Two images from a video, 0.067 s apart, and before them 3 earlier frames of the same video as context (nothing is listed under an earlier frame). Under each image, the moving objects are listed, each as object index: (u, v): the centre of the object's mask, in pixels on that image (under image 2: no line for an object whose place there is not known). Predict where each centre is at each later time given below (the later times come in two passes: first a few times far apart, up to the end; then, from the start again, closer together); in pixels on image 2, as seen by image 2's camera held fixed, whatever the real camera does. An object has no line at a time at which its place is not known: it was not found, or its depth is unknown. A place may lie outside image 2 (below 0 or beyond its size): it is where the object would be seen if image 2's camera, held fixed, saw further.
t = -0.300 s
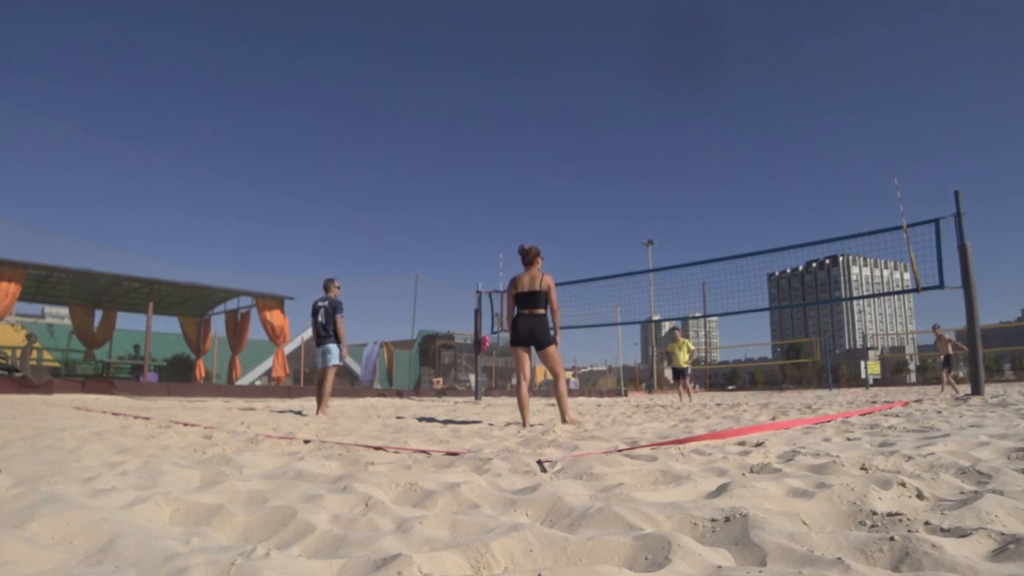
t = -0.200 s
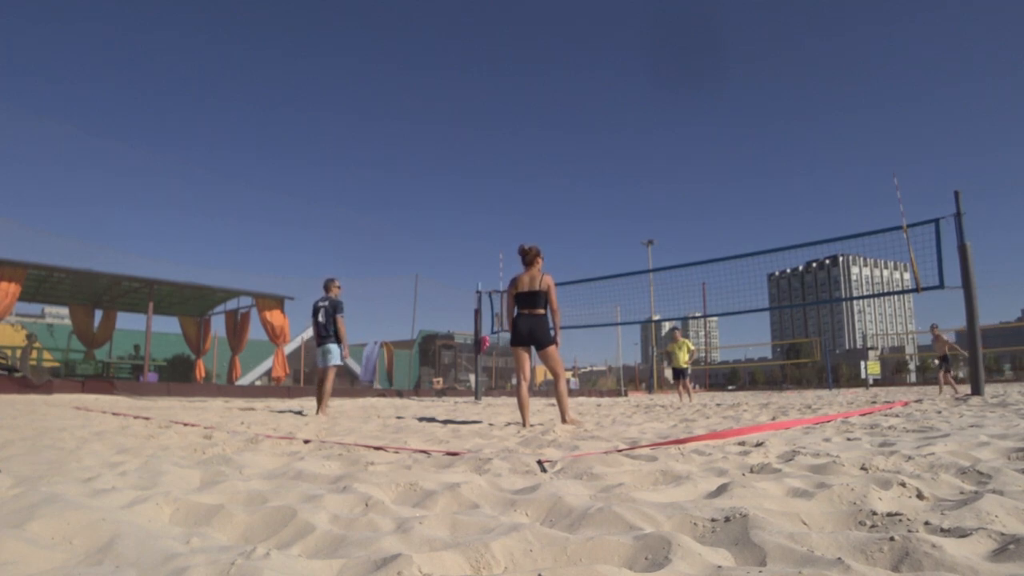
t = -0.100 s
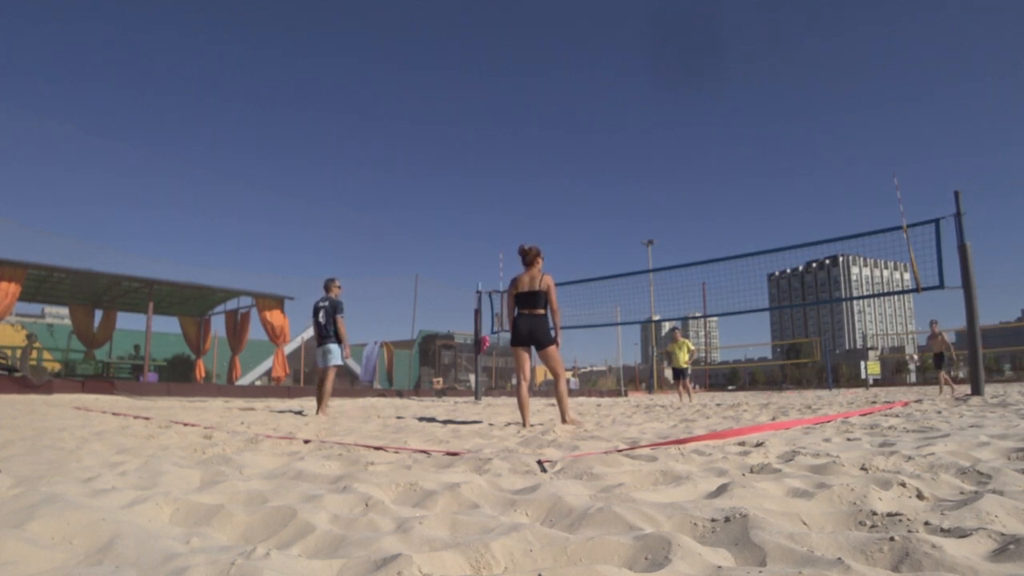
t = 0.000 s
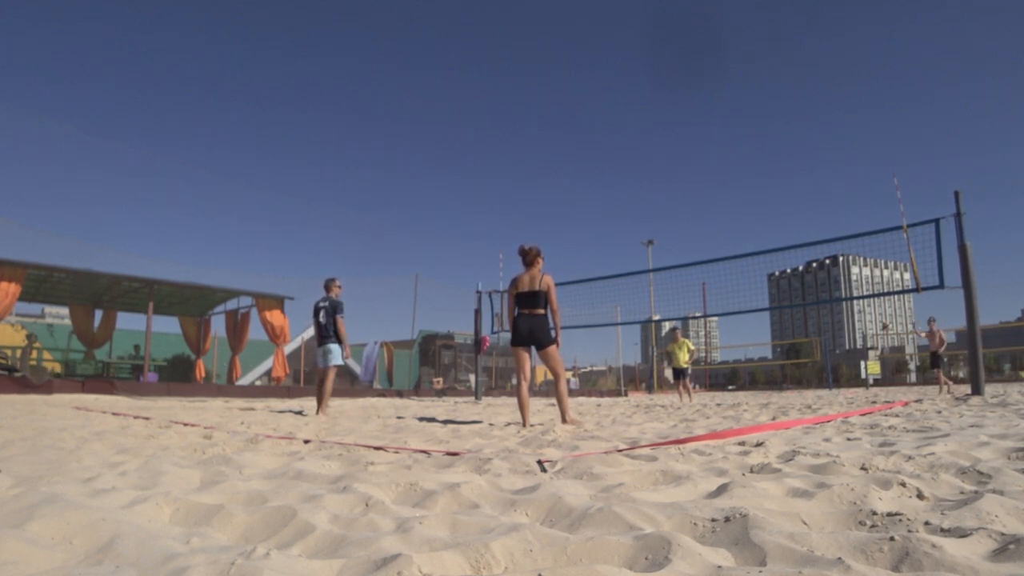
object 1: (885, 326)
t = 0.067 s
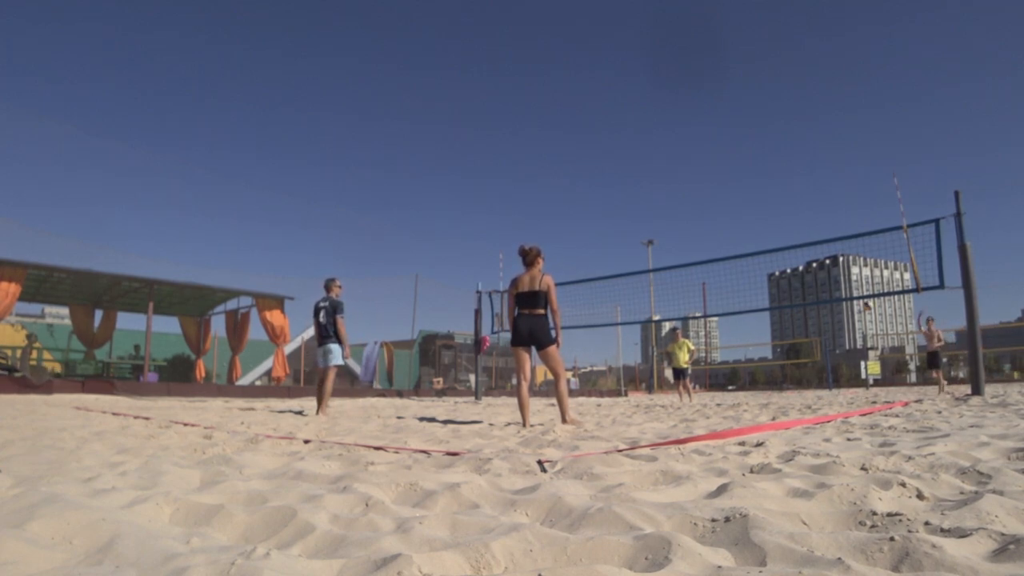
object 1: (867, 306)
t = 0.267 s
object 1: (810, 254)
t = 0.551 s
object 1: (716, 209)
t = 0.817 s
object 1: (613, 201)
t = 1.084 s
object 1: (495, 240)
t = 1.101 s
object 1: (487, 245)
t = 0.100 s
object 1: (857, 293)
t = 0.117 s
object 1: (854, 289)
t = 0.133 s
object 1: (849, 286)
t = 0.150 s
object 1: (844, 282)
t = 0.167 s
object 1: (839, 278)
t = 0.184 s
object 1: (835, 274)
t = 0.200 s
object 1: (830, 270)
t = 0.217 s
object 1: (824, 265)
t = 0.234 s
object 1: (819, 262)
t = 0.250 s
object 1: (814, 258)
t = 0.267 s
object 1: (810, 254)
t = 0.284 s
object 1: (804, 251)
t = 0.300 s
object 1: (800, 249)
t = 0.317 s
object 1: (794, 242)
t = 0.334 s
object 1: (789, 240)
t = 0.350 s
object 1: (783, 236)
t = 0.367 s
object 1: (778, 234)
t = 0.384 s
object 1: (773, 231)
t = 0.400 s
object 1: (767, 228)
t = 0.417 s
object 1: (761, 226)
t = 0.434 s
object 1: (756, 223)
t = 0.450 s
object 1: (750, 221)
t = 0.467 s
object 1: (745, 218)
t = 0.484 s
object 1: (739, 216)
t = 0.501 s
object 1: (733, 214)
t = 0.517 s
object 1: (728, 212)
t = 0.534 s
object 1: (722, 210)
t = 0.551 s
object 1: (716, 209)
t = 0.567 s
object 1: (710, 207)
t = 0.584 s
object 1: (704, 205)
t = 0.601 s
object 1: (697, 204)
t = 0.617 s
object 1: (691, 203)
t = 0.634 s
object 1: (685, 202)
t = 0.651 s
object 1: (679, 201)
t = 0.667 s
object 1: (673, 200)
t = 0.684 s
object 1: (666, 200)
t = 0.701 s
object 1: (660, 199)
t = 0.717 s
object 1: (653, 199)
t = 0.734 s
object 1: (646, 199)
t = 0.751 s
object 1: (640, 199)
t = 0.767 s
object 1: (633, 200)
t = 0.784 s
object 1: (627, 200)
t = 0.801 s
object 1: (620, 201)
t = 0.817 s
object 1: (613, 201)
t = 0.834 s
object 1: (606, 202)
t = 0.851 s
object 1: (600, 203)
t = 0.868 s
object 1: (592, 205)
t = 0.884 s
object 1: (585, 206)
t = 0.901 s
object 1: (578, 208)
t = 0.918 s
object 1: (571, 210)
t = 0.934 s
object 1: (564, 212)
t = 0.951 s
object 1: (556, 214)
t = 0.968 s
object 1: (549, 216)
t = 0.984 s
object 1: (541, 220)
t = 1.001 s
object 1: (533, 223)
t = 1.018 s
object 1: (526, 226)
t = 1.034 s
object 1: (518, 229)
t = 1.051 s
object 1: (511, 233)
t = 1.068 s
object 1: (503, 237)
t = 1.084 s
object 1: (495, 240)
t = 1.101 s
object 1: (487, 245)
